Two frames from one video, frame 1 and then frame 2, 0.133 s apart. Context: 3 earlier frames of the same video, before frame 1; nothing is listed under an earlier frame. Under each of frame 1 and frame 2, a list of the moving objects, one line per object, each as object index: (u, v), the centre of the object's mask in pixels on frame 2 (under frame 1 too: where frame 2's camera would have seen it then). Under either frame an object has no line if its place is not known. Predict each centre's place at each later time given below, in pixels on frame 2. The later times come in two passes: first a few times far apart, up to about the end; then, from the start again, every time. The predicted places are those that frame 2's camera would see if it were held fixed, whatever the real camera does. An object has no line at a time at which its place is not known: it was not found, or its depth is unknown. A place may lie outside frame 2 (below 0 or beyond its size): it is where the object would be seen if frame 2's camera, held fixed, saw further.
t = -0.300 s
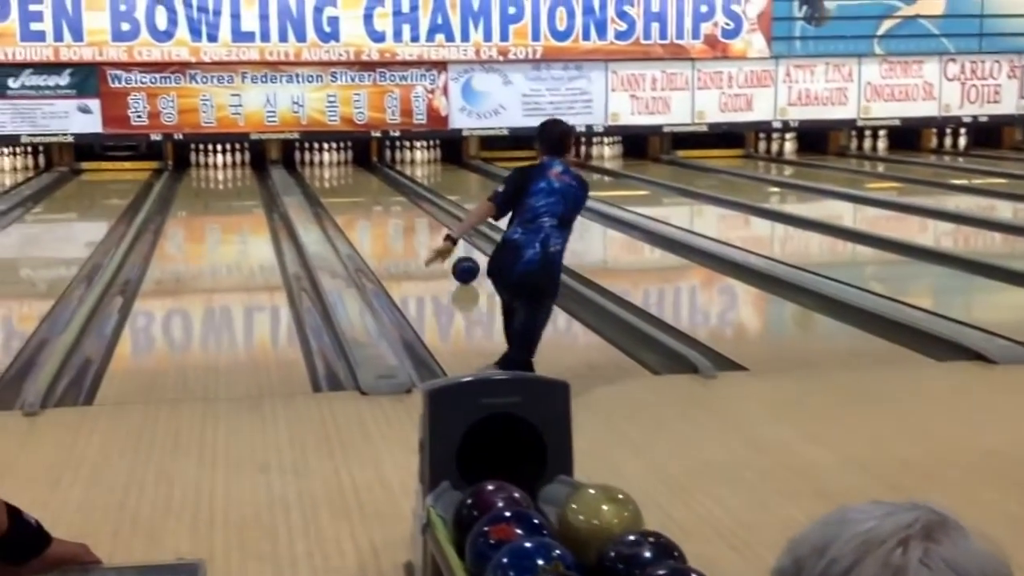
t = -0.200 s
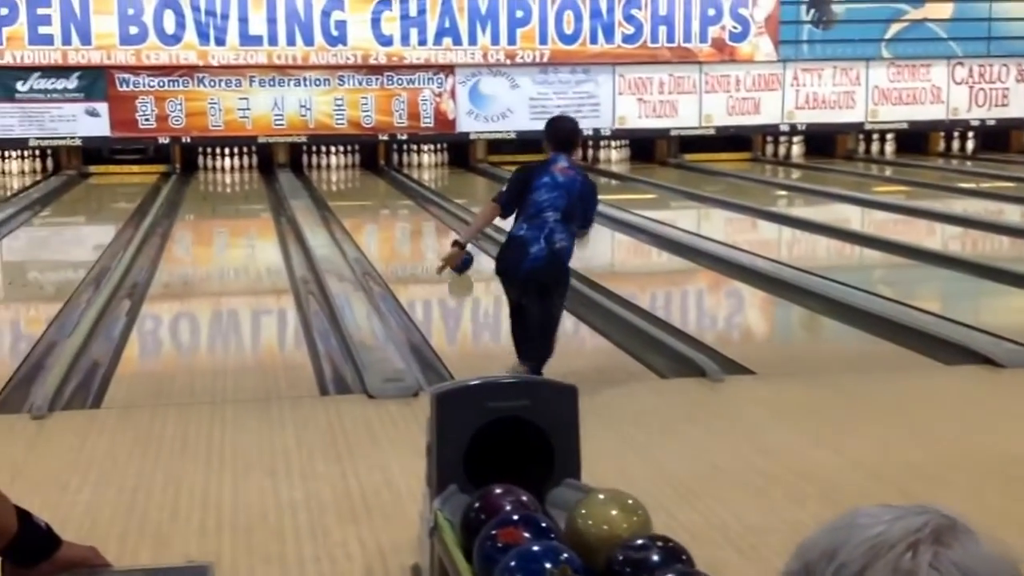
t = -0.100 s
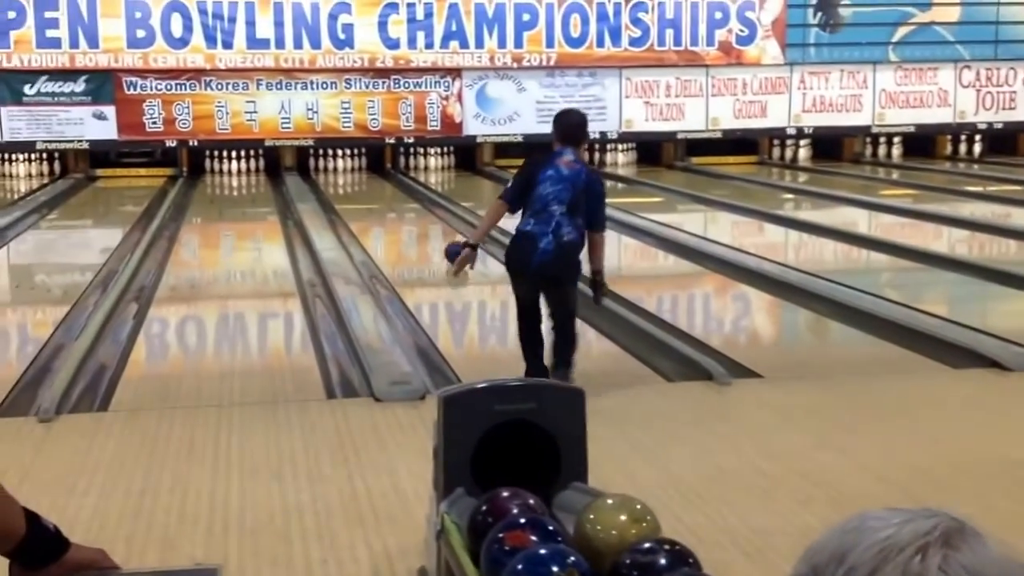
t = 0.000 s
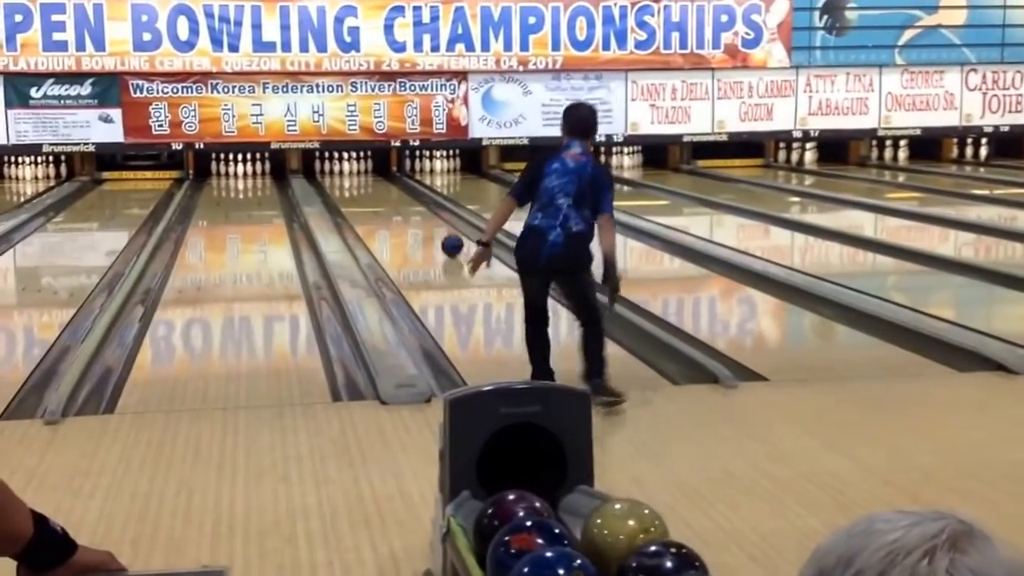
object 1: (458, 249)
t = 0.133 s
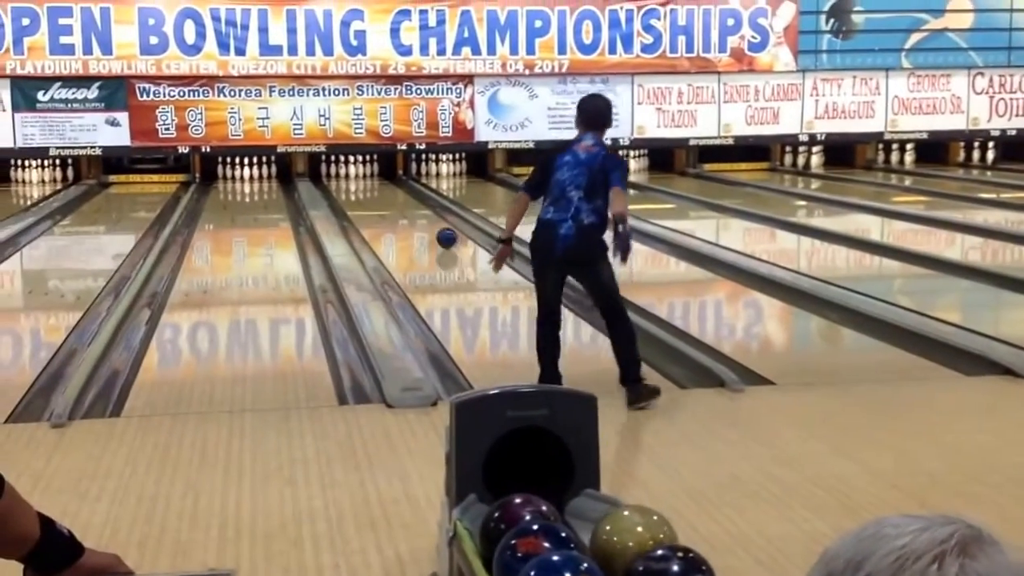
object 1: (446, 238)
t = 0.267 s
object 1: (436, 228)
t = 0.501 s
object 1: (420, 213)
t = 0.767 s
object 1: (404, 201)
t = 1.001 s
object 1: (391, 192)
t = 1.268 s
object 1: (378, 184)
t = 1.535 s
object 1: (365, 177)
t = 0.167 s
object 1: (444, 235)
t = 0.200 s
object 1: (441, 233)
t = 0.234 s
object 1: (439, 230)
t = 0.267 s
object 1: (436, 228)
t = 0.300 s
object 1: (434, 226)
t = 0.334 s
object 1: (431, 223)
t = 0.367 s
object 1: (429, 221)
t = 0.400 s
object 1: (427, 220)
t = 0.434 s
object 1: (424, 218)
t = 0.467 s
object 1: (422, 215)
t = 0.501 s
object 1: (420, 213)
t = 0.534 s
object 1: (418, 212)
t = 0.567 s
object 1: (415, 210)
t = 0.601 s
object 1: (413, 208)
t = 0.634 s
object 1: (411, 207)
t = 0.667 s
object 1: (409, 205)
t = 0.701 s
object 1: (408, 204)
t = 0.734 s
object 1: (405, 202)
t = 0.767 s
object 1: (404, 201)
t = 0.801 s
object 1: (401, 199)
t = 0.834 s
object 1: (399, 198)
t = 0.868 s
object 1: (398, 197)
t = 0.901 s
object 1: (397, 195)
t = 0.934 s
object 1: (395, 194)
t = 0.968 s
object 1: (393, 193)
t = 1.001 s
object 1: (391, 192)
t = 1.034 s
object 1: (390, 191)
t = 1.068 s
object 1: (388, 190)
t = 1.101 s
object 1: (386, 190)
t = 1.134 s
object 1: (384, 188)
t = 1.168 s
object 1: (383, 187)
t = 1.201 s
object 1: (381, 186)
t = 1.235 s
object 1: (379, 186)
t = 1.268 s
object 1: (378, 184)
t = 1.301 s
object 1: (376, 184)
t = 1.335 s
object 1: (375, 182)
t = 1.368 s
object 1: (373, 182)
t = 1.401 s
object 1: (372, 180)
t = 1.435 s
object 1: (370, 179)
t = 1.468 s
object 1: (368, 178)
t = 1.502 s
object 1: (367, 178)
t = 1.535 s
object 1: (365, 177)
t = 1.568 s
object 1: (363, 176)
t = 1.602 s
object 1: (362, 176)
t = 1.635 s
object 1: (359, 175)
